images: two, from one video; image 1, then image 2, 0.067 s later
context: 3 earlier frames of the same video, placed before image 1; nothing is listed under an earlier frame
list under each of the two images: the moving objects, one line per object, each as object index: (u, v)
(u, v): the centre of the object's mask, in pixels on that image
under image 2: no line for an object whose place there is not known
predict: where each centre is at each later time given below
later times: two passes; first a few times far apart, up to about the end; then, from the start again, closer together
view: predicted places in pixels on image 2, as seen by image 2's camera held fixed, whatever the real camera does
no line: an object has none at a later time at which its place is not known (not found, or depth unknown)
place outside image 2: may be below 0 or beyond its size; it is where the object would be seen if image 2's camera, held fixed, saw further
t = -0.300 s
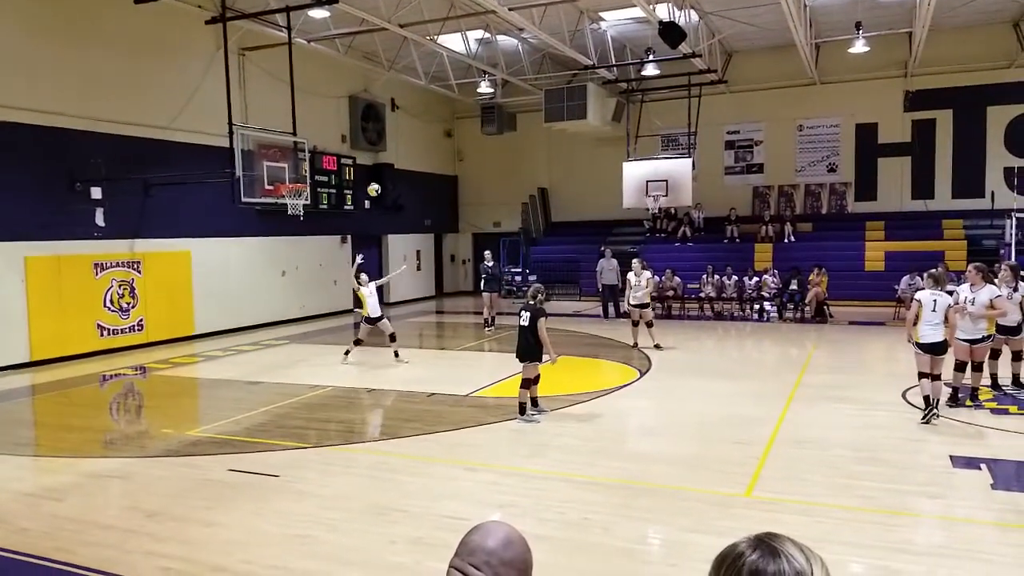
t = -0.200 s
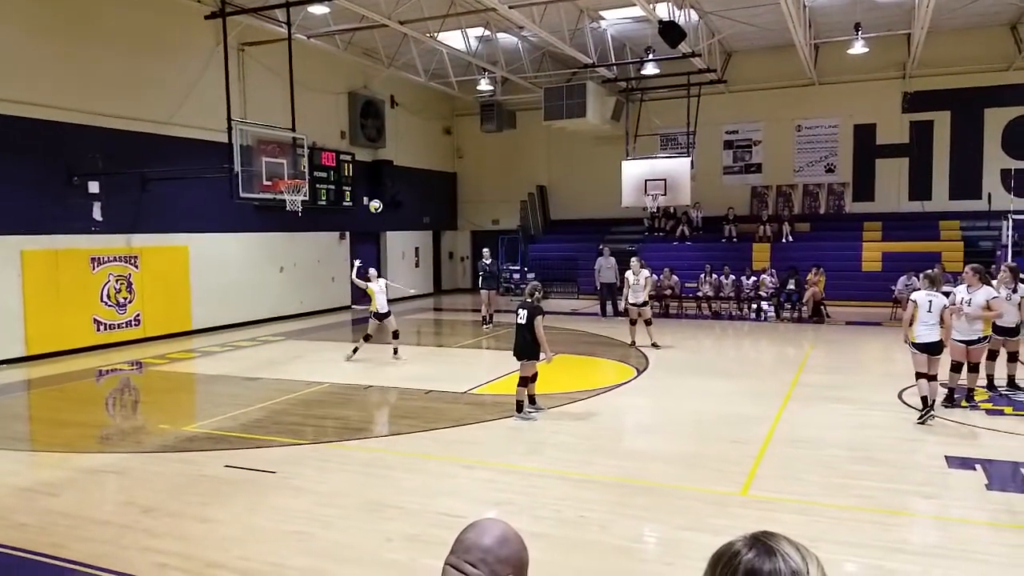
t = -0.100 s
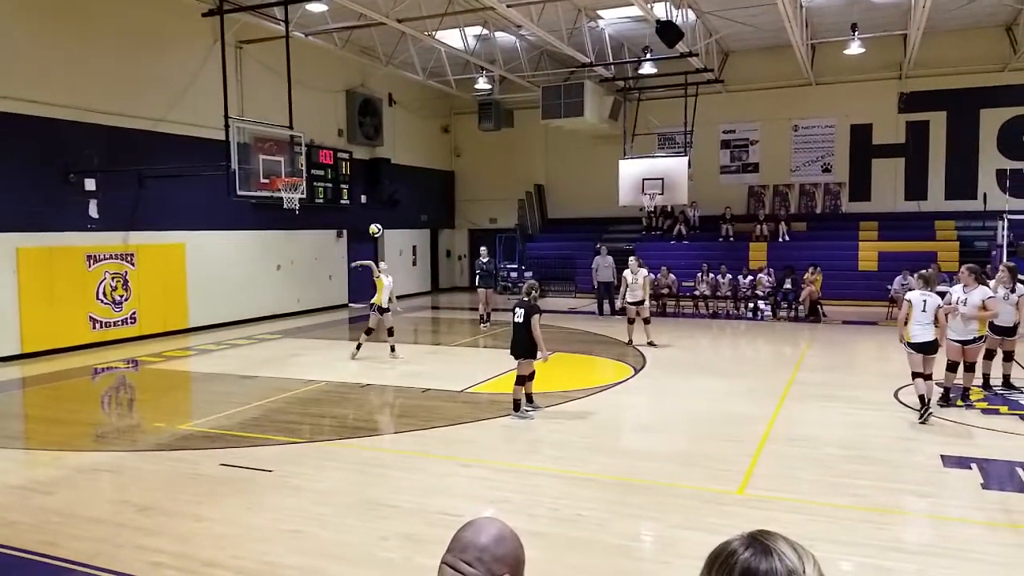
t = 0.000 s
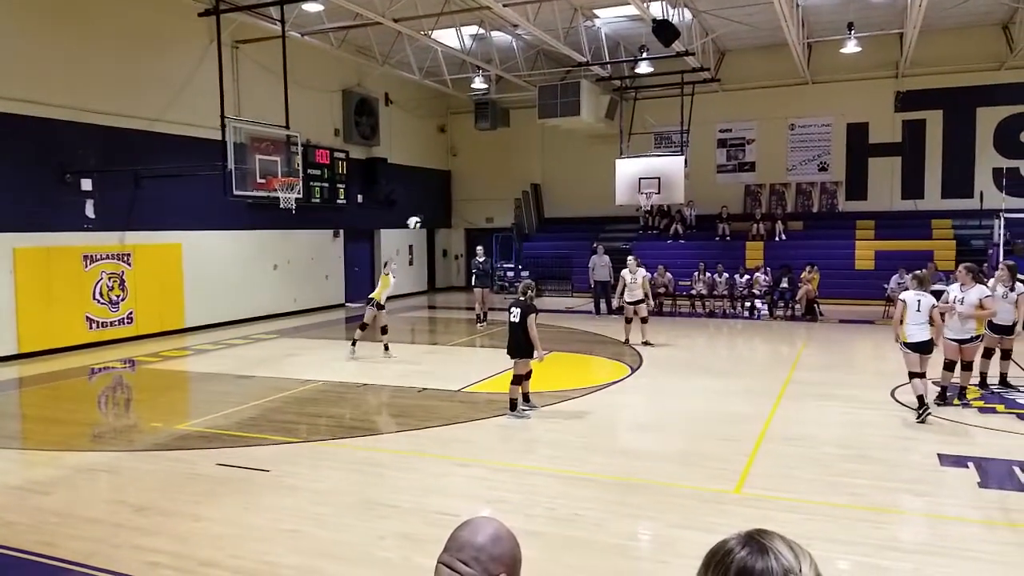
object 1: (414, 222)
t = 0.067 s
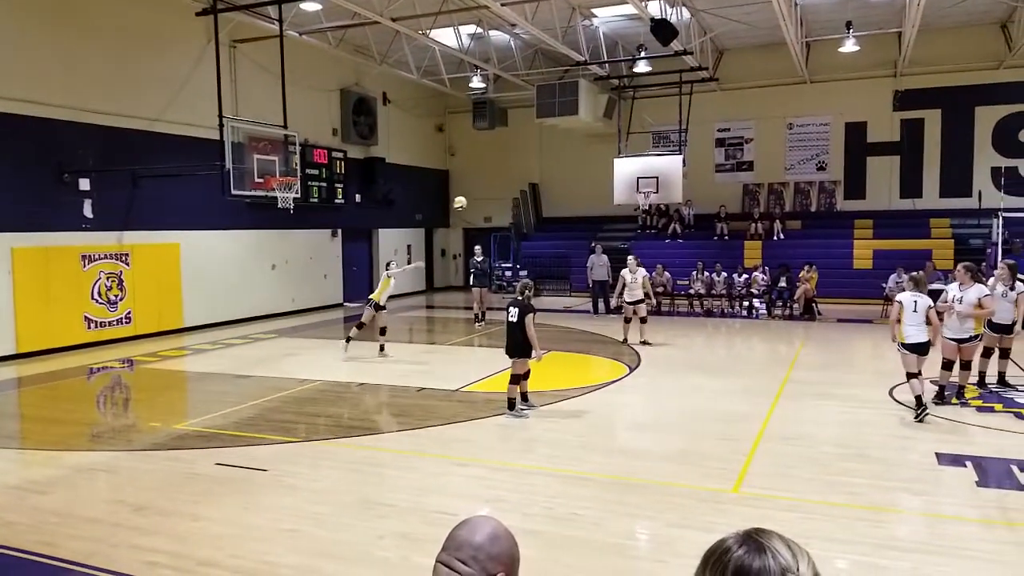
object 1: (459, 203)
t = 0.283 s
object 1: (624, 154)
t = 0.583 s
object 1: (878, 144)
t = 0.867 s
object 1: (1135, 198)
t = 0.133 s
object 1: (508, 185)
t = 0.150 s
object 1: (521, 182)
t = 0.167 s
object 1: (533, 178)
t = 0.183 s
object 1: (546, 174)
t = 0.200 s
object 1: (558, 171)
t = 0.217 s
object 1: (571, 167)
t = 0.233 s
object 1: (584, 164)
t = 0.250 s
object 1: (598, 161)
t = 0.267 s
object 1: (610, 158)
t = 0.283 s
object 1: (624, 154)
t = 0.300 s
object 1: (639, 152)
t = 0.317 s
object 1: (653, 150)
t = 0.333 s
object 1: (666, 148)
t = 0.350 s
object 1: (681, 147)
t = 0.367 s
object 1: (695, 146)
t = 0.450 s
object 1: (766, 143)
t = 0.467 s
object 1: (779, 142)
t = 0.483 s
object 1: (794, 142)
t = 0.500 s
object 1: (808, 141)
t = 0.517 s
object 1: (822, 141)
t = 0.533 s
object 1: (836, 141)
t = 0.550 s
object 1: (850, 142)
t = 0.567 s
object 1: (864, 142)
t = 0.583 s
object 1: (878, 144)
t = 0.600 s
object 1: (893, 145)
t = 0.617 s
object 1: (907, 147)
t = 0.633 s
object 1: (920, 148)
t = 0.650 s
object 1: (936, 151)
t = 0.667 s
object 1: (951, 154)
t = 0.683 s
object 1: (966, 156)
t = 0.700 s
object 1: (979, 159)
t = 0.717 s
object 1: (995, 162)
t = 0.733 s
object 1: (1011, 165)
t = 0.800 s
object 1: (1072, 181)
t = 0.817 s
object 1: (1089, 185)
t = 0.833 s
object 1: (1104, 190)
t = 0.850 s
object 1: (1119, 195)
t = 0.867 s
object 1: (1135, 198)
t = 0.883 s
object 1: (1151, 206)
